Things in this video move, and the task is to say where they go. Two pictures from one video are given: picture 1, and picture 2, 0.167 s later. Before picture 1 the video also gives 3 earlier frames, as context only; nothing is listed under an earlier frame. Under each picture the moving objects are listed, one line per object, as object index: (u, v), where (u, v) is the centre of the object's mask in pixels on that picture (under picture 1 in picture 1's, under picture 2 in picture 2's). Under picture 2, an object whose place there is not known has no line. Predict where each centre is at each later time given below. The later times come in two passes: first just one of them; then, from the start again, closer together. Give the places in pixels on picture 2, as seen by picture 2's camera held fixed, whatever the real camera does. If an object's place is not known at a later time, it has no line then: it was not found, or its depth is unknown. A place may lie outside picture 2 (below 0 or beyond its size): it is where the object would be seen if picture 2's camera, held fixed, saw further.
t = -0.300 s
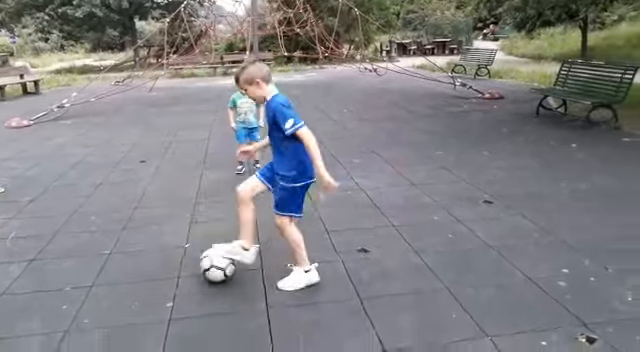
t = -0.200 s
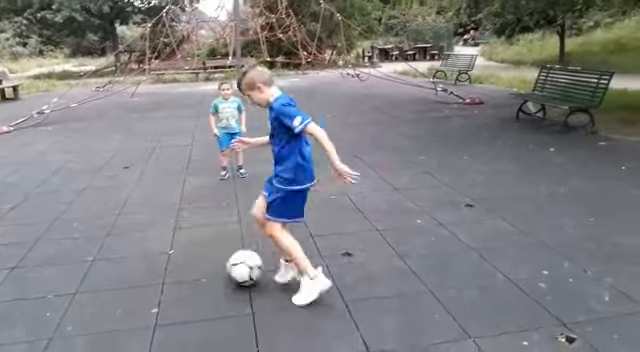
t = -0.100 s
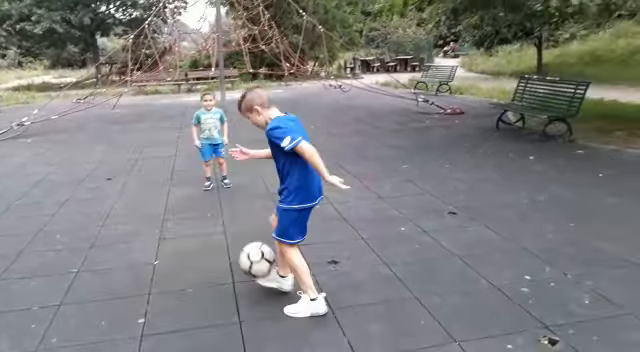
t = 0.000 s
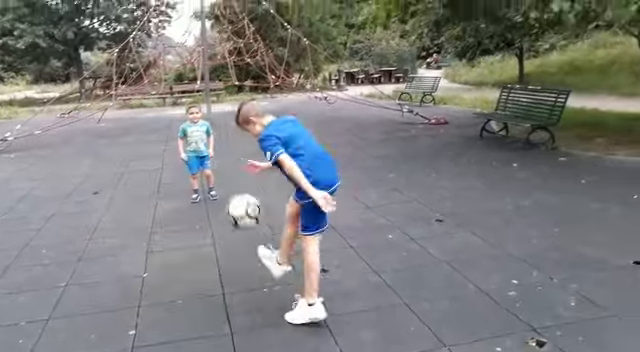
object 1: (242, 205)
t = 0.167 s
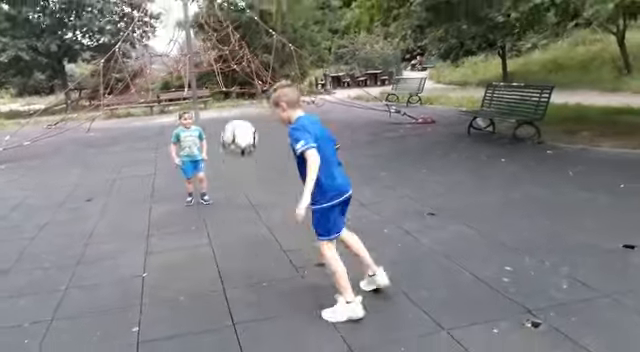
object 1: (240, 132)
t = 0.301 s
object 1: (243, 107)
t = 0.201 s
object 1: (240, 123)
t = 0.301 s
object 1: (243, 107)
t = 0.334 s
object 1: (244, 104)
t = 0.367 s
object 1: (246, 103)
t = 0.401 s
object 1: (248, 103)
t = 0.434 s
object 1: (250, 105)
